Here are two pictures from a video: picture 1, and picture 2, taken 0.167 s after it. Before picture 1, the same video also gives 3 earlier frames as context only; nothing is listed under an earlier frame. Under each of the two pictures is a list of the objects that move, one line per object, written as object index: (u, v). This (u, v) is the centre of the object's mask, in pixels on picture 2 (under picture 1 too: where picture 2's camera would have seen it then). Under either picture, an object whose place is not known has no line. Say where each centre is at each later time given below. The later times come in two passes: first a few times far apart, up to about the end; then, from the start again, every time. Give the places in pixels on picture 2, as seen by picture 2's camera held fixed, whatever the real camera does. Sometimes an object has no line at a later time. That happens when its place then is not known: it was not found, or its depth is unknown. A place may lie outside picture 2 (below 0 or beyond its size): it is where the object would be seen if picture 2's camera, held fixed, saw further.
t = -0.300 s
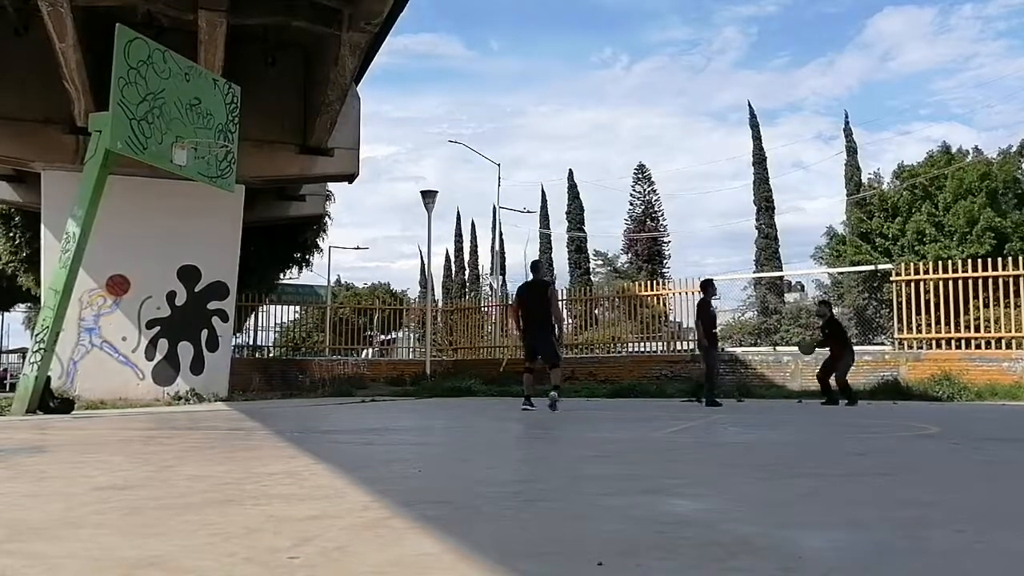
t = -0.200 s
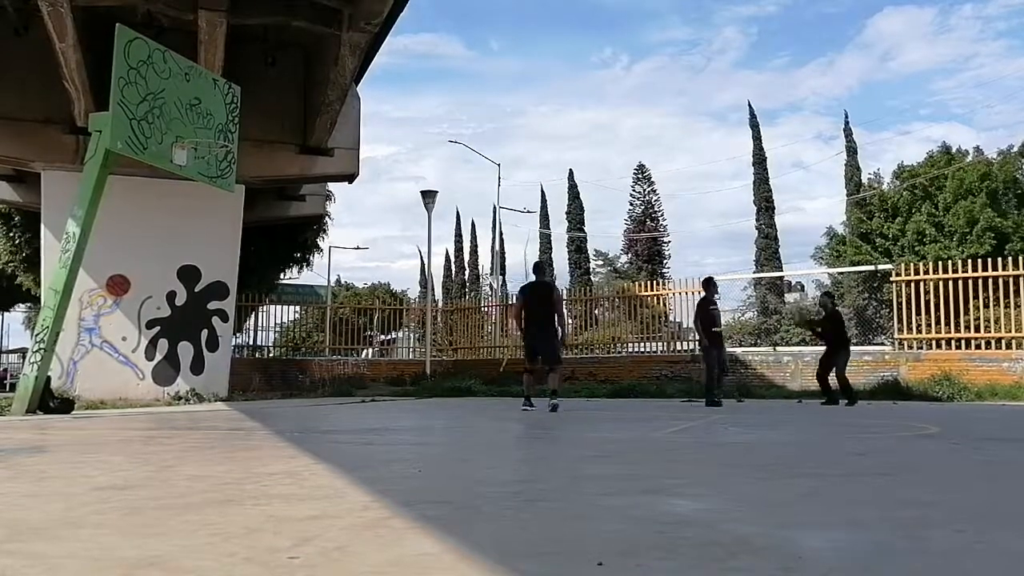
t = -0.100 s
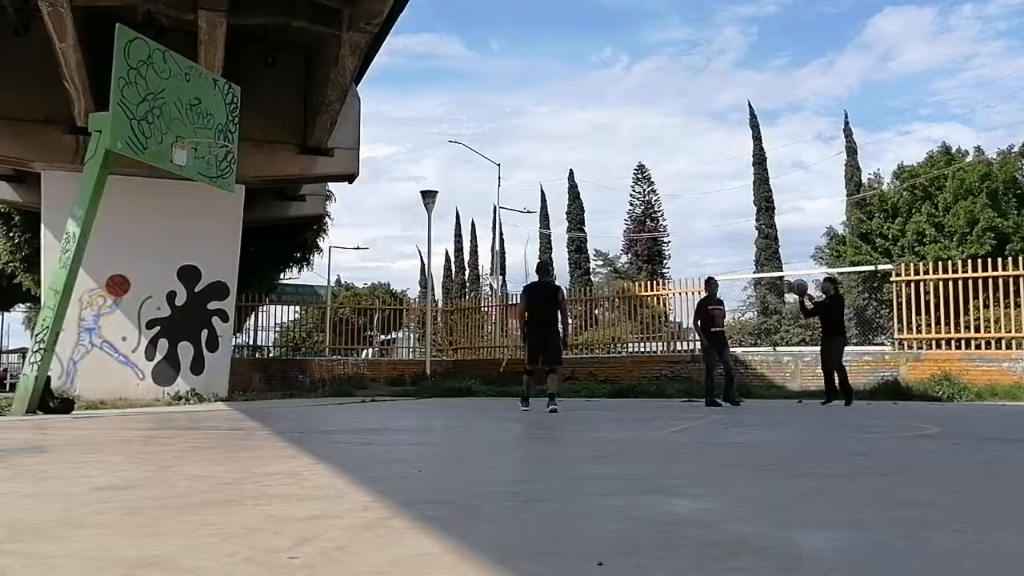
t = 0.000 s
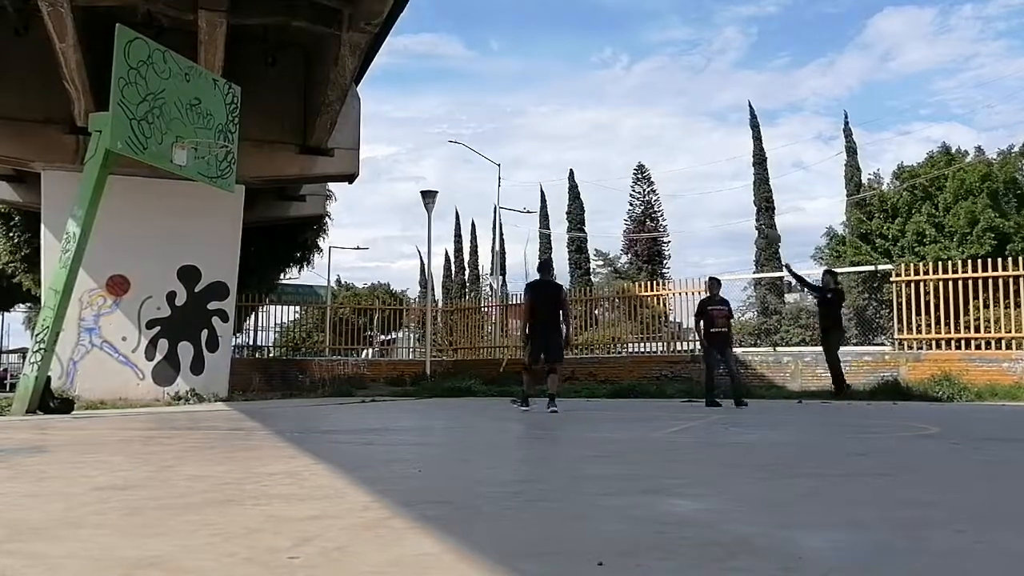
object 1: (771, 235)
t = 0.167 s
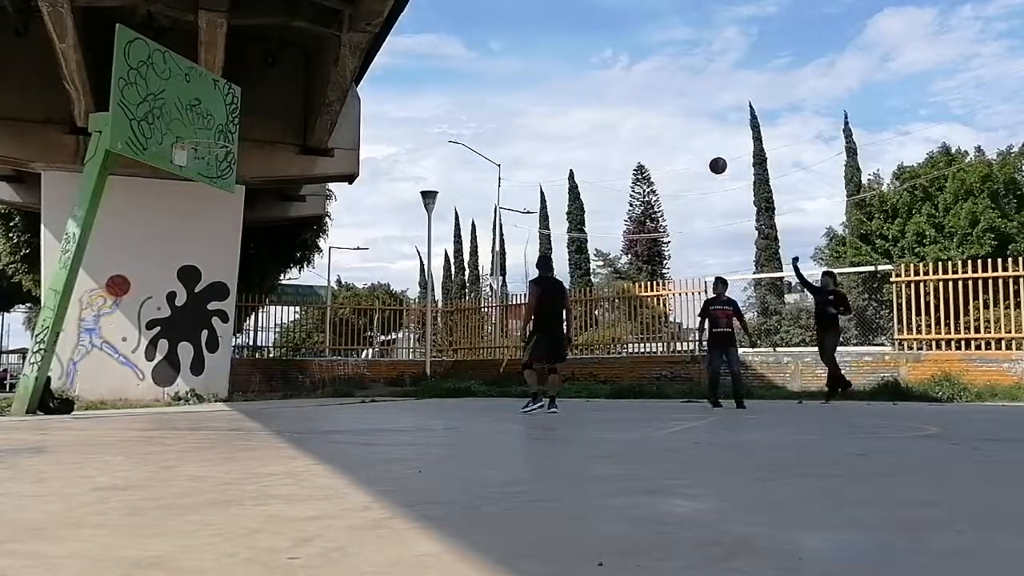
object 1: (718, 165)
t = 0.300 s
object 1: (673, 118)
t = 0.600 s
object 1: (565, 52)
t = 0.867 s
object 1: (460, 45)
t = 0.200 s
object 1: (707, 153)
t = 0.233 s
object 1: (695, 140)
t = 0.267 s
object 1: (684, 129)
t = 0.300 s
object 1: (673, 118)
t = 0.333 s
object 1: (661, 108)
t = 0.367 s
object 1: (650, 99)
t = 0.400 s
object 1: (638, 90)
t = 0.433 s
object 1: (626, 82)
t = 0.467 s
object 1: (614, 74)
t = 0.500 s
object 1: (602, 68)
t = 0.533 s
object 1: (590, 62)
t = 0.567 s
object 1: (578, 56)
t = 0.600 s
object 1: (565, 52)
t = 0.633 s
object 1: (553, 48)
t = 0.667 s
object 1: (540, 45)
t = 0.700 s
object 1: (527, 43)
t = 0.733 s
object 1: (514, 42)
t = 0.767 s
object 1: (501, 41)
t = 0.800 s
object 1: (488, 41)
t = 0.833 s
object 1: (474, 42)
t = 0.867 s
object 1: (460, 45)
